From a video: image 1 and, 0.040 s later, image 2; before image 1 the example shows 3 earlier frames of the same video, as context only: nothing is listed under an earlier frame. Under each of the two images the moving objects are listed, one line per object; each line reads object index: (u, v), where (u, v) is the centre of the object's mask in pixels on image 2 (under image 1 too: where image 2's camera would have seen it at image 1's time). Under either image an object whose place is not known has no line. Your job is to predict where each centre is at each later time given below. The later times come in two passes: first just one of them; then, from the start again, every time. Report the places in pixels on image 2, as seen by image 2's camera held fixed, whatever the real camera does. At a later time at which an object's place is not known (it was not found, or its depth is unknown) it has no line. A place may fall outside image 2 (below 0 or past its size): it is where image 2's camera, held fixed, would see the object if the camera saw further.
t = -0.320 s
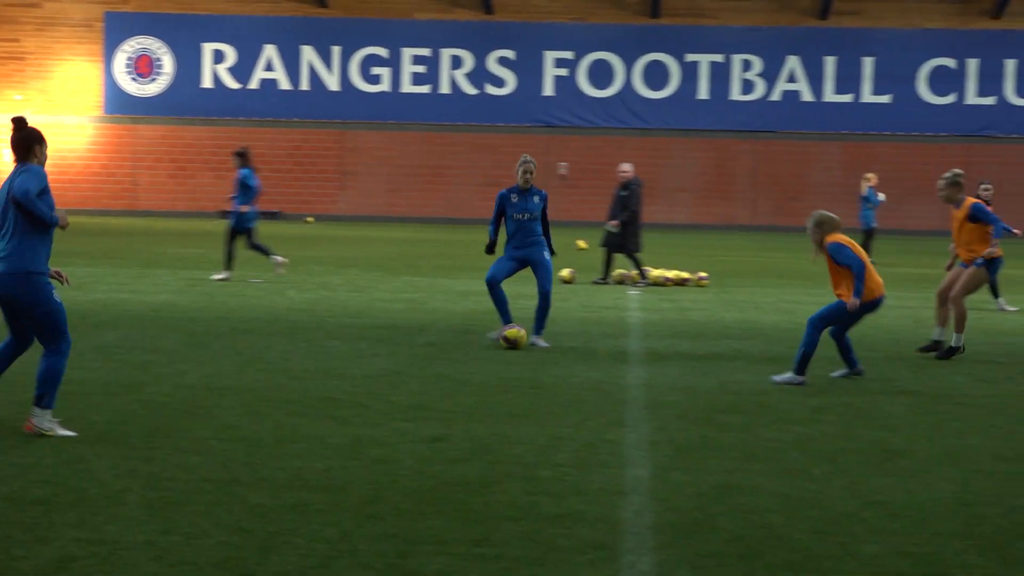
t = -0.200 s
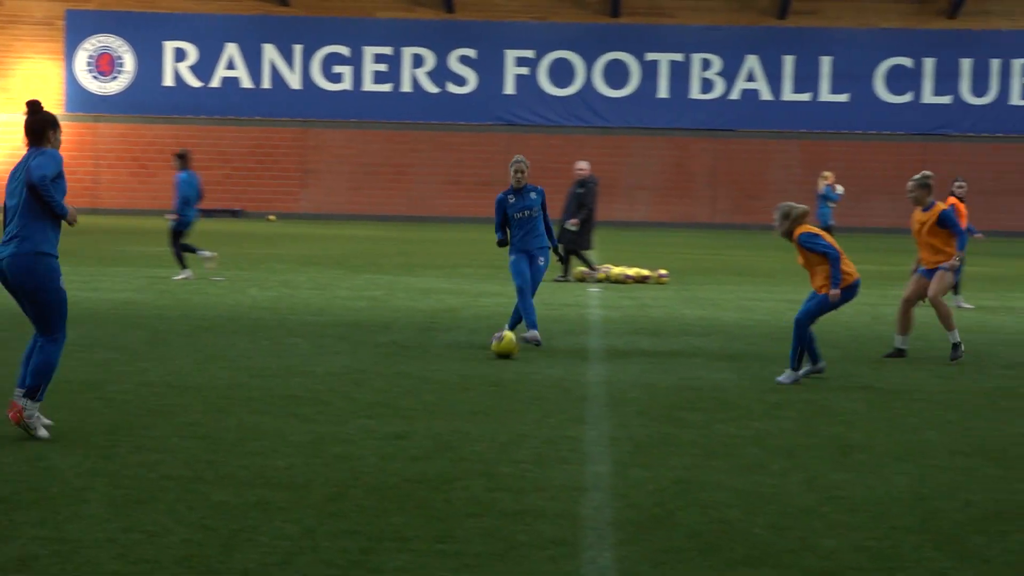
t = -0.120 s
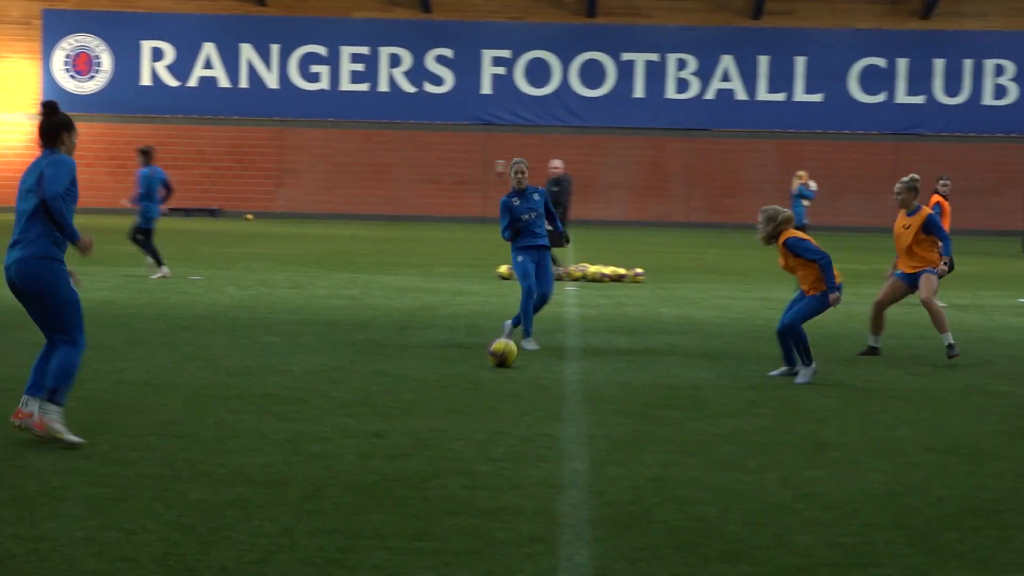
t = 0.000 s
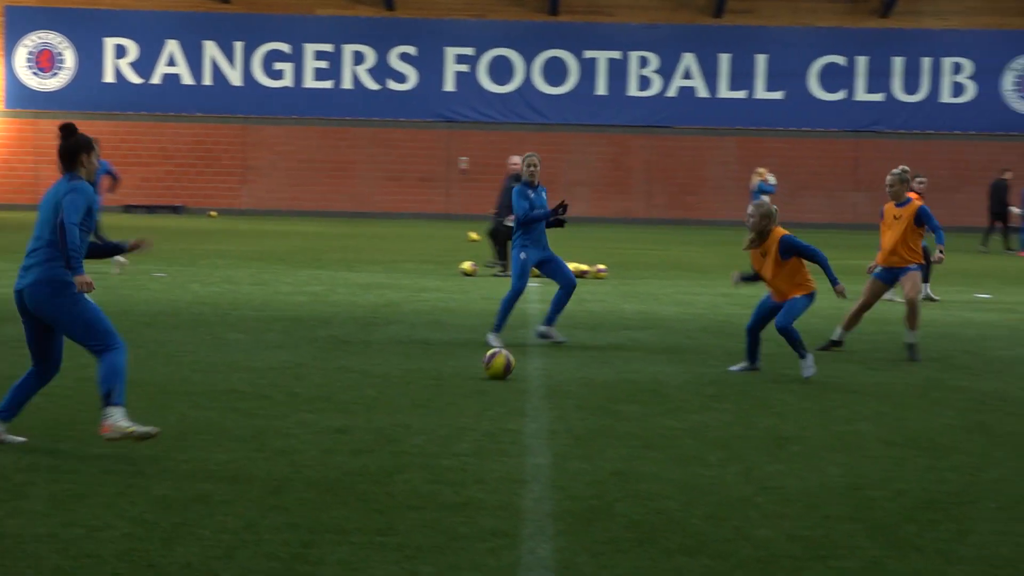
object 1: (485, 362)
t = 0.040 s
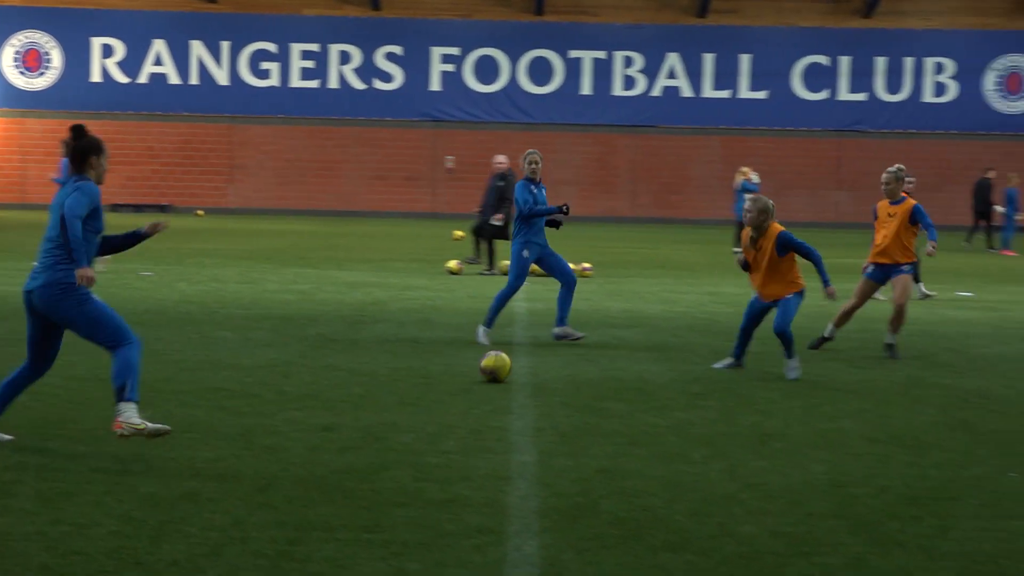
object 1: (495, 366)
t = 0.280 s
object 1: (565, 397)
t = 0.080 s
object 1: (506, 371)
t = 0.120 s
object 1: (517, 376)
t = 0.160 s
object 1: (529, 381)
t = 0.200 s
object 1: (541, 385)
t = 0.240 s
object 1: (553, 391)
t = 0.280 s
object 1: (565, 397)
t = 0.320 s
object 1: (579, 401)
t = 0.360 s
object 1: (592, 409)
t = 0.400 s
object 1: (606, 415)
